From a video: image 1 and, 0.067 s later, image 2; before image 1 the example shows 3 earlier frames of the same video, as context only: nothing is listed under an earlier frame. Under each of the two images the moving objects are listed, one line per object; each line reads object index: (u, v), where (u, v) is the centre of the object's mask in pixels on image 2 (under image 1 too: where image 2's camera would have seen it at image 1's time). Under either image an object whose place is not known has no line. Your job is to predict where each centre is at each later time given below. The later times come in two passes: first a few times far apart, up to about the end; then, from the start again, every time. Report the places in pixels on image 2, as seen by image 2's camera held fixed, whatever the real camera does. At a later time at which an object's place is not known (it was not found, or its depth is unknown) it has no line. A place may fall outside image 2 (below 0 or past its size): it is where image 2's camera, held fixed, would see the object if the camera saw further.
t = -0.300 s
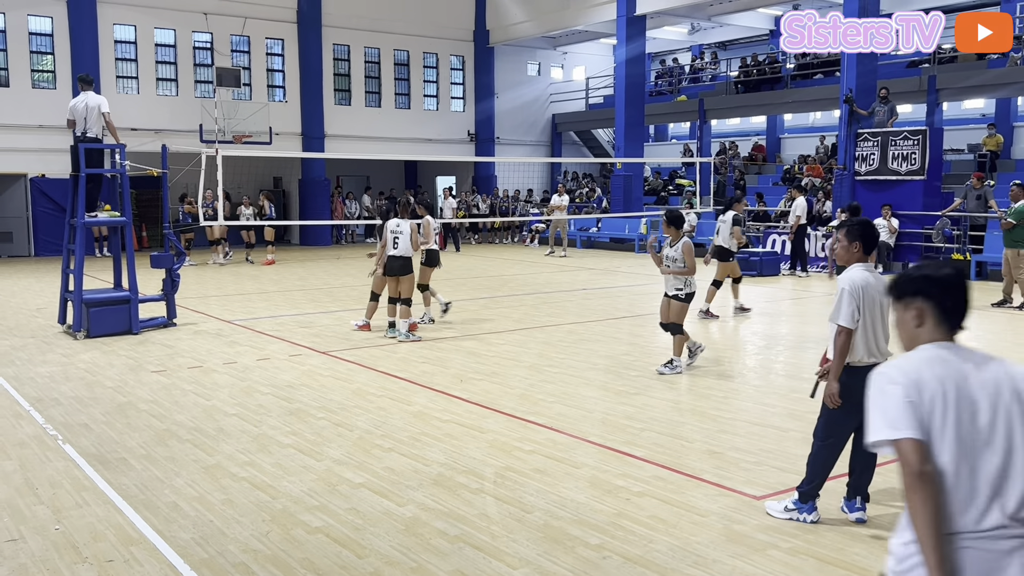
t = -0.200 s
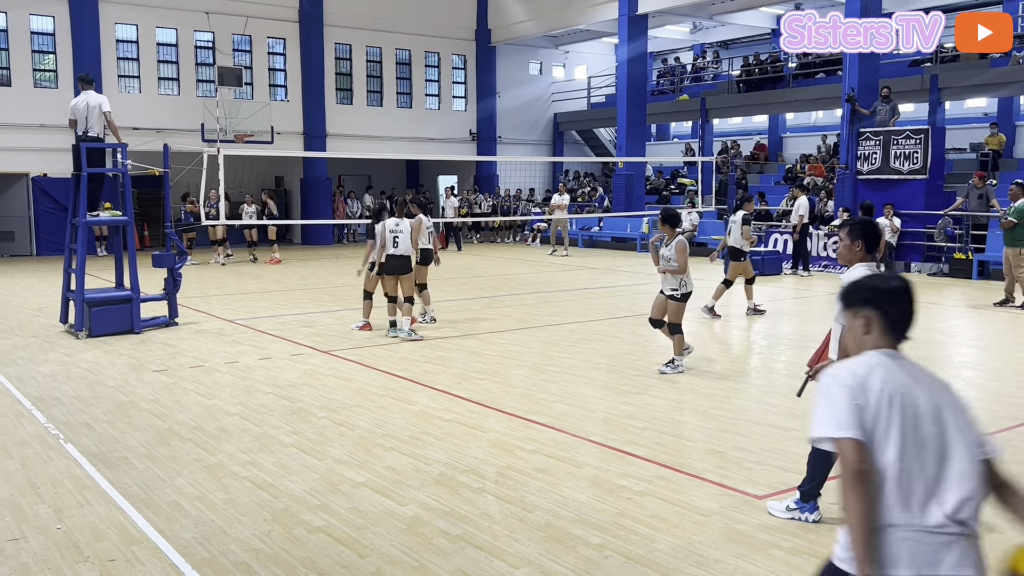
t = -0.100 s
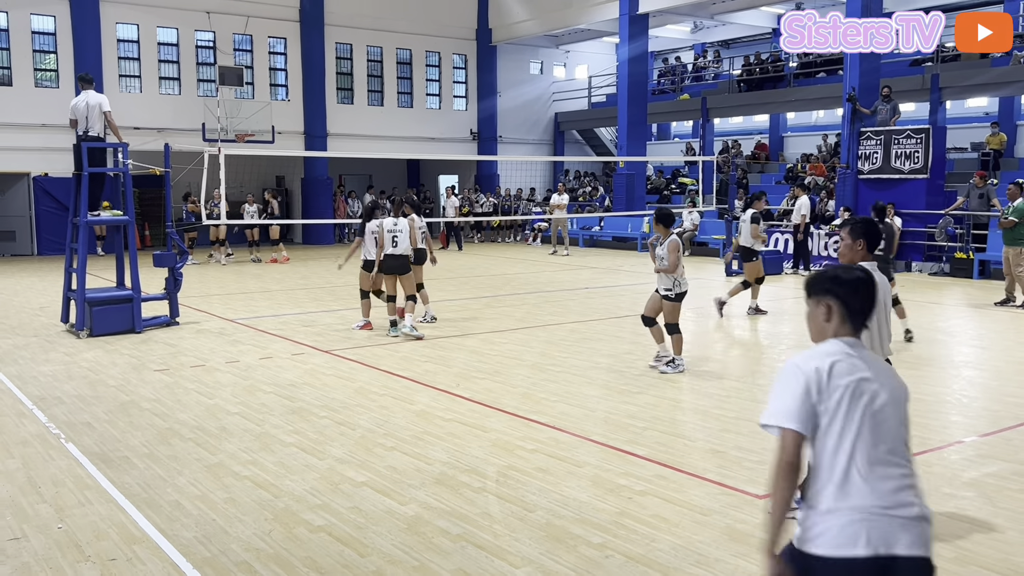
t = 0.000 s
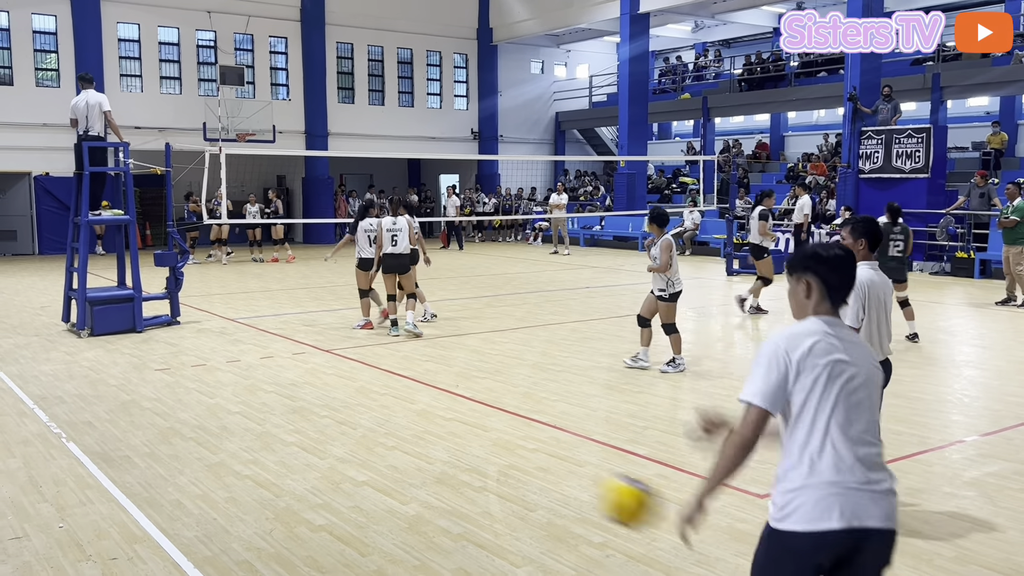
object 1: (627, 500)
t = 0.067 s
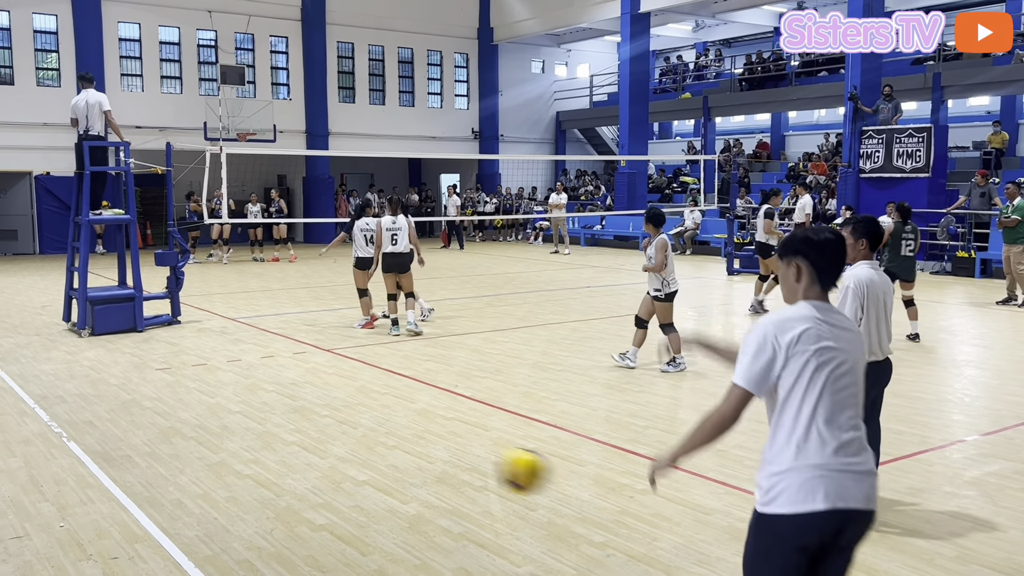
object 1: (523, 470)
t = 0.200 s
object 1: (370, 456)
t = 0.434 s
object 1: (243, 384)
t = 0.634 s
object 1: (183, 353)
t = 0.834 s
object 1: (138, 369)
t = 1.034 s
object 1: (100, 323)
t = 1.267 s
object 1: (68, 326)
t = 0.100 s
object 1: (477, 464)
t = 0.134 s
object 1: (438, 459)
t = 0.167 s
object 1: (402, 457)
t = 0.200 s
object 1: (370, 456)
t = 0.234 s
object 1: (342, 459)
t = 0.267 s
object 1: (316, 462)
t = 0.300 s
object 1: (299, 444)
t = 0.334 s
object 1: (283, 425)
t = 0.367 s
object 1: (269, 408)
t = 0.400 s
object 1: (256, 395)
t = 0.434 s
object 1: (243, 384)
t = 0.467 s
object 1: (232, 374)
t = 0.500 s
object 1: (220, 367)
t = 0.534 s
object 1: (210, 360)
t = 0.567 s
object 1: (200, 357)
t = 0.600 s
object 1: (191, 355)
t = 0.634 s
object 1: (183, 353)
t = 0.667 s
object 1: (174, 354)
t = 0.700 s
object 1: (166, 356)
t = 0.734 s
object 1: (159, 359)
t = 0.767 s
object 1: (151, 364)
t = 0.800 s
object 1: (145, 369)
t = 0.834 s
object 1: (138, 369)
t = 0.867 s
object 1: (131, 358)
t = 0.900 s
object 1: (124, 347)
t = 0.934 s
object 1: (117, 339)
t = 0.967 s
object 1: (112, 332)
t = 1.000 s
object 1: (105, 326)
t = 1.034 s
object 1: (100, 323)
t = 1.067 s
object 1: (95, 320)
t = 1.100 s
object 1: (89, 319)
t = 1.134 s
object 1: (86, 318)
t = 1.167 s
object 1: (80, 319)
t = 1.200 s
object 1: (76, 320)
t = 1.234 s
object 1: (72, 323)
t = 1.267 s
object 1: (68, 326)
